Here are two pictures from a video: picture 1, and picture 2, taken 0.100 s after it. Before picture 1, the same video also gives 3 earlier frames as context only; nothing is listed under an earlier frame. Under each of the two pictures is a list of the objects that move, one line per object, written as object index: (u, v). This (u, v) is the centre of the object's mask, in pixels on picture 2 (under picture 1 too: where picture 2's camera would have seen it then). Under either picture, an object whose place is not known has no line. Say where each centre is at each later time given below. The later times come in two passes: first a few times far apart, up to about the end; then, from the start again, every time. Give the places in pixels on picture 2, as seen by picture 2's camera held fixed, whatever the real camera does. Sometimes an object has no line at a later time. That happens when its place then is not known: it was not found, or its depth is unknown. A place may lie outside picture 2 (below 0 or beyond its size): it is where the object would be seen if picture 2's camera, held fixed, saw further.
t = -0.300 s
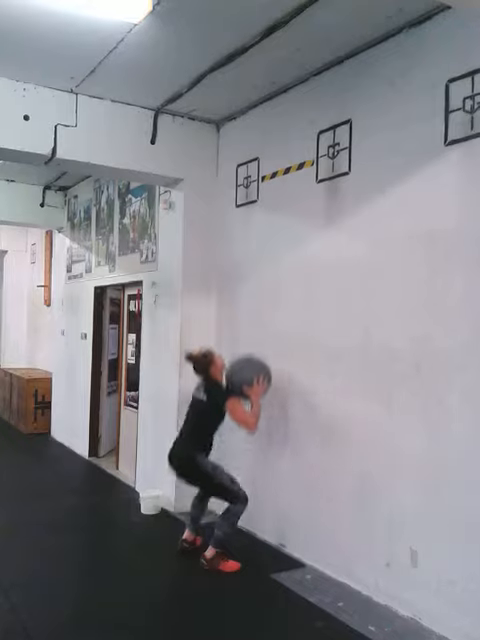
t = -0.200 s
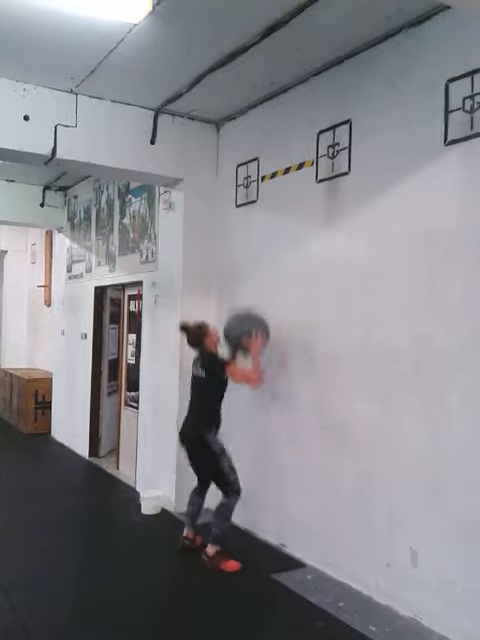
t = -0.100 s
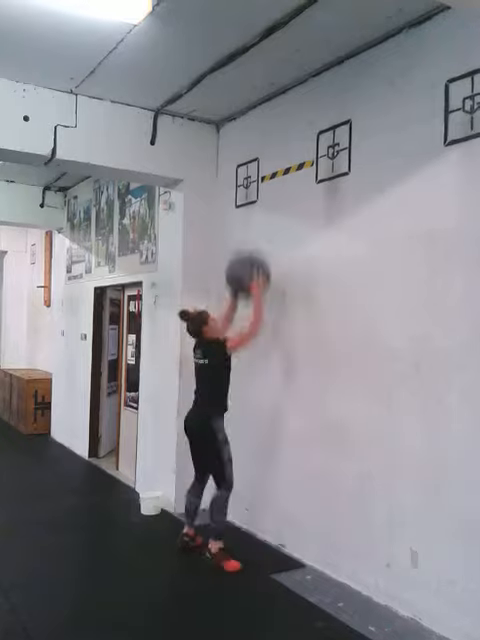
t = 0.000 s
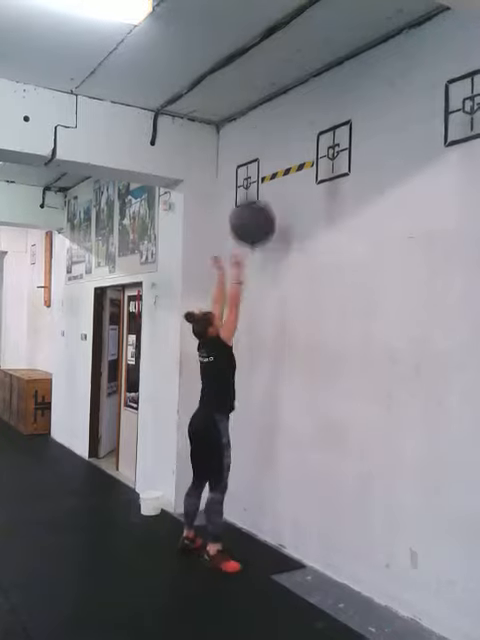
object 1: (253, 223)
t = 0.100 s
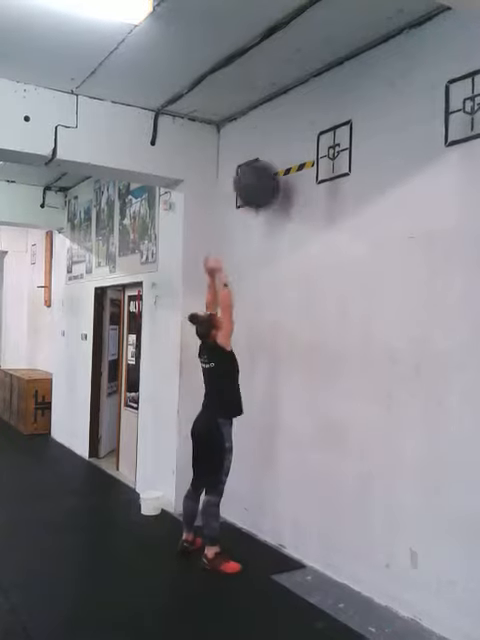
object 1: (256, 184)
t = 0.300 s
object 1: (264, 148)
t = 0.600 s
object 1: (267, 185)
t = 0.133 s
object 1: (258, 174)
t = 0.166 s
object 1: (259, 166)
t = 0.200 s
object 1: (260, 159)
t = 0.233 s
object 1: (262, 154)
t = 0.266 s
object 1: (263, 150)
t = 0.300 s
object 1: (264, 148)
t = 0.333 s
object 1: (265, 147)
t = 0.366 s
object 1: (266, 147)
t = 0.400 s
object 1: (268, 149)
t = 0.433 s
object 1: (268, 151)
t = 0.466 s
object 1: (268, 155)
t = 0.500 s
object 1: (268, 161)
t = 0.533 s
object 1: (267, 168)
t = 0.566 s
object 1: (267, 176)
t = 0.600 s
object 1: (267, 185)
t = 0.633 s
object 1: (266, 197)
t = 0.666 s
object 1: (265, 210)
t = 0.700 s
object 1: (267, 224)
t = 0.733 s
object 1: (263, 239)
